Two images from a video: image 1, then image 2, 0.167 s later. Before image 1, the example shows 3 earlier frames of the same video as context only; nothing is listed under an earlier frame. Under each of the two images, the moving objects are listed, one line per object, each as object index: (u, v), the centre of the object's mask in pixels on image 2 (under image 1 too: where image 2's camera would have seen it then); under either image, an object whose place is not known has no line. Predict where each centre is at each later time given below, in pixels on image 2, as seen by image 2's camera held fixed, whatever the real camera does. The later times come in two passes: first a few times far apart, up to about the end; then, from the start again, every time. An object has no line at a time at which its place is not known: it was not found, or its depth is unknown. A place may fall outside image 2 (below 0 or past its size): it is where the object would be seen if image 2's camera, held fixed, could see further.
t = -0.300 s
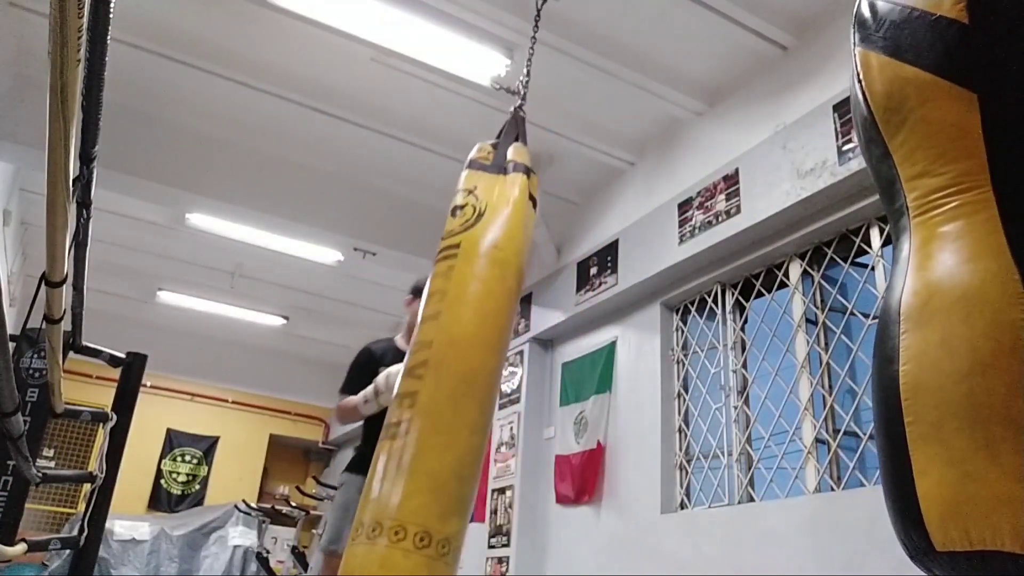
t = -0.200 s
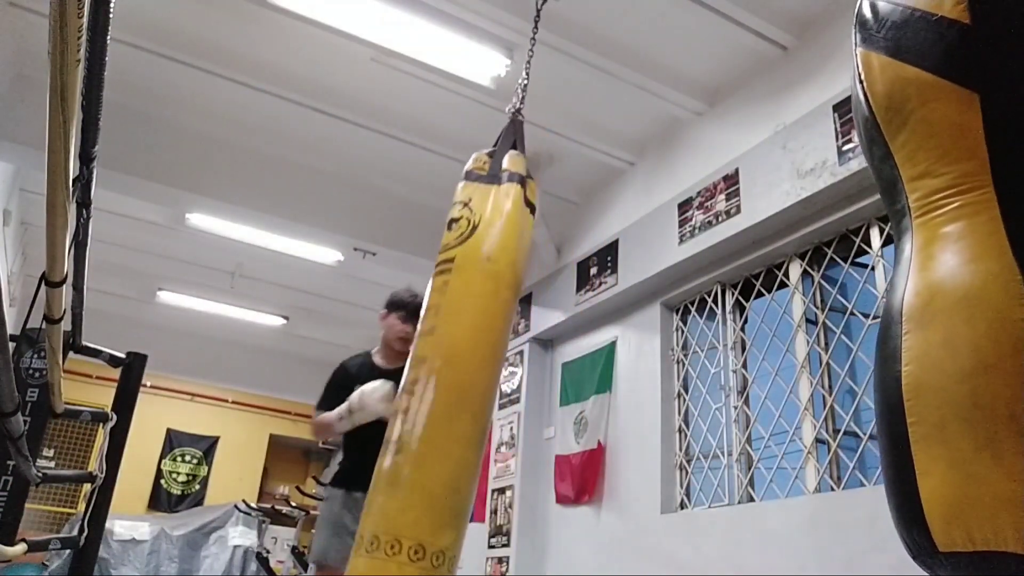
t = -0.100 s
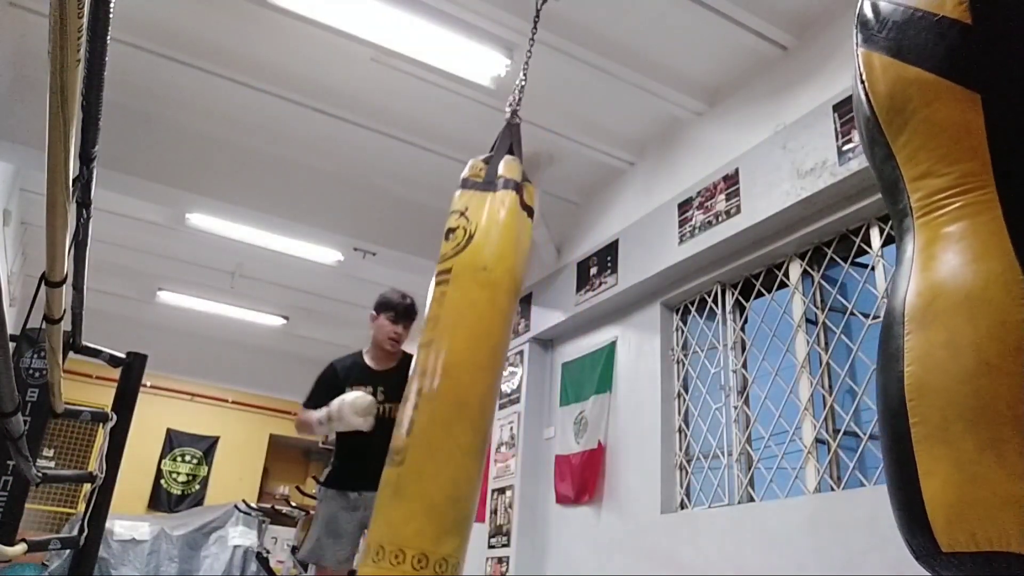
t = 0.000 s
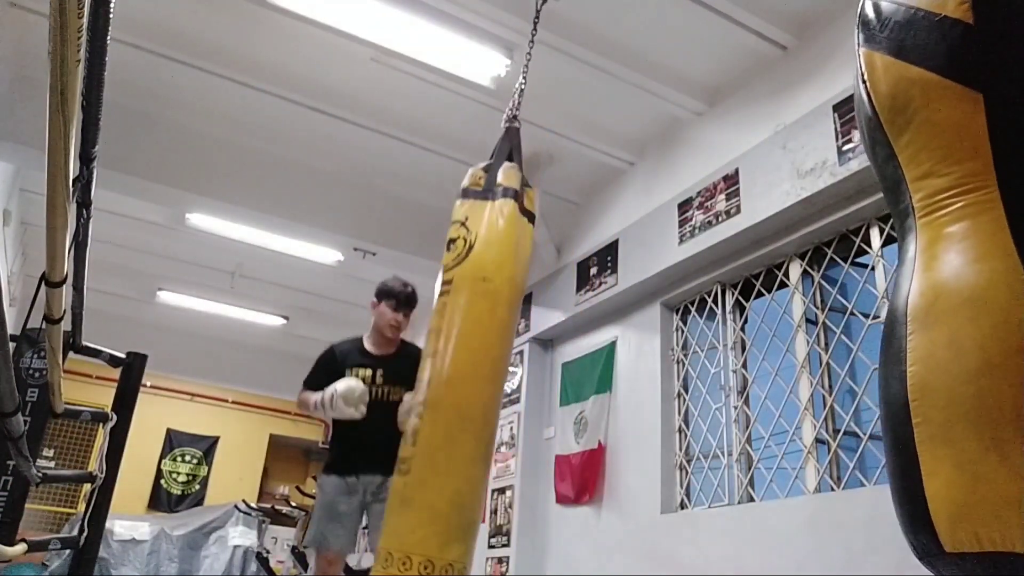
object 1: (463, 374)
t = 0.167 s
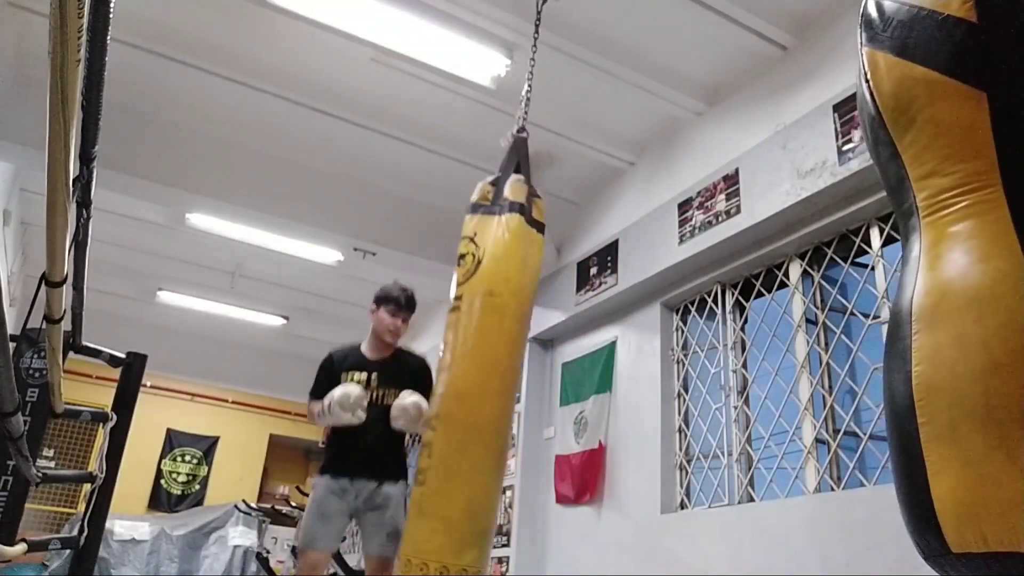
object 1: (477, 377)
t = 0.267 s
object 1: (487, 378)
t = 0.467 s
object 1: (507, 377)
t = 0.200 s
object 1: (481, 378)
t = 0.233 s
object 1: (484, 378)
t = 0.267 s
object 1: (487, 378)
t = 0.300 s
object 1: (490, 378)
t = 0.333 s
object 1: (494, 377)
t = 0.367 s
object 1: (497, 377)
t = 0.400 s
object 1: (501, 377)
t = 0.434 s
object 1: (504, 378)
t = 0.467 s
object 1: (507, 377)
